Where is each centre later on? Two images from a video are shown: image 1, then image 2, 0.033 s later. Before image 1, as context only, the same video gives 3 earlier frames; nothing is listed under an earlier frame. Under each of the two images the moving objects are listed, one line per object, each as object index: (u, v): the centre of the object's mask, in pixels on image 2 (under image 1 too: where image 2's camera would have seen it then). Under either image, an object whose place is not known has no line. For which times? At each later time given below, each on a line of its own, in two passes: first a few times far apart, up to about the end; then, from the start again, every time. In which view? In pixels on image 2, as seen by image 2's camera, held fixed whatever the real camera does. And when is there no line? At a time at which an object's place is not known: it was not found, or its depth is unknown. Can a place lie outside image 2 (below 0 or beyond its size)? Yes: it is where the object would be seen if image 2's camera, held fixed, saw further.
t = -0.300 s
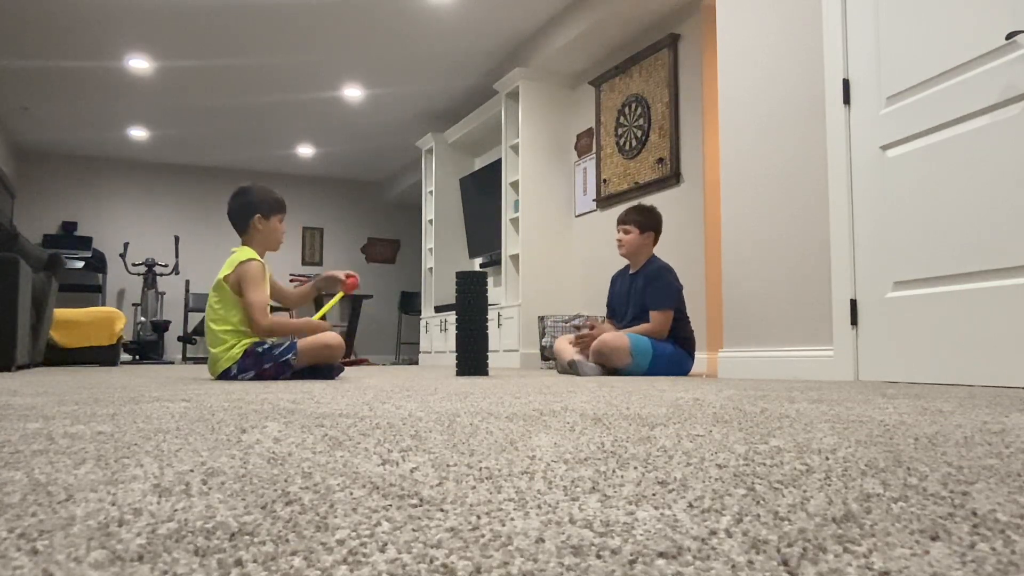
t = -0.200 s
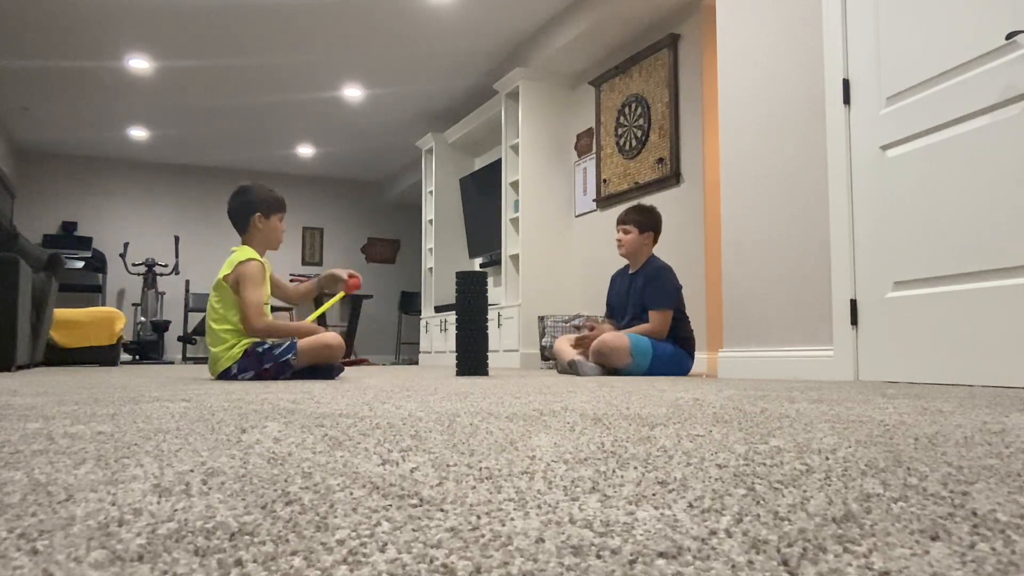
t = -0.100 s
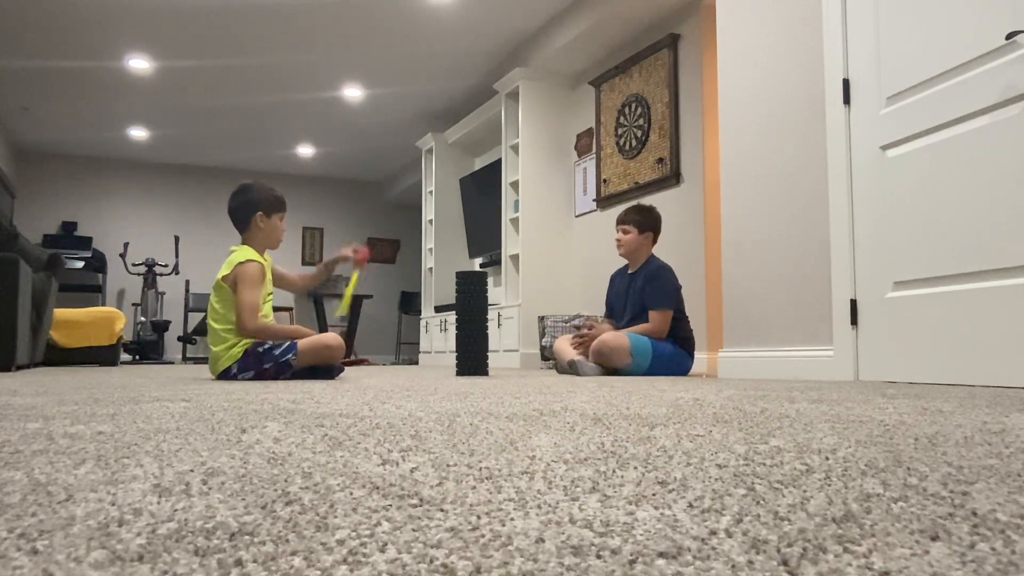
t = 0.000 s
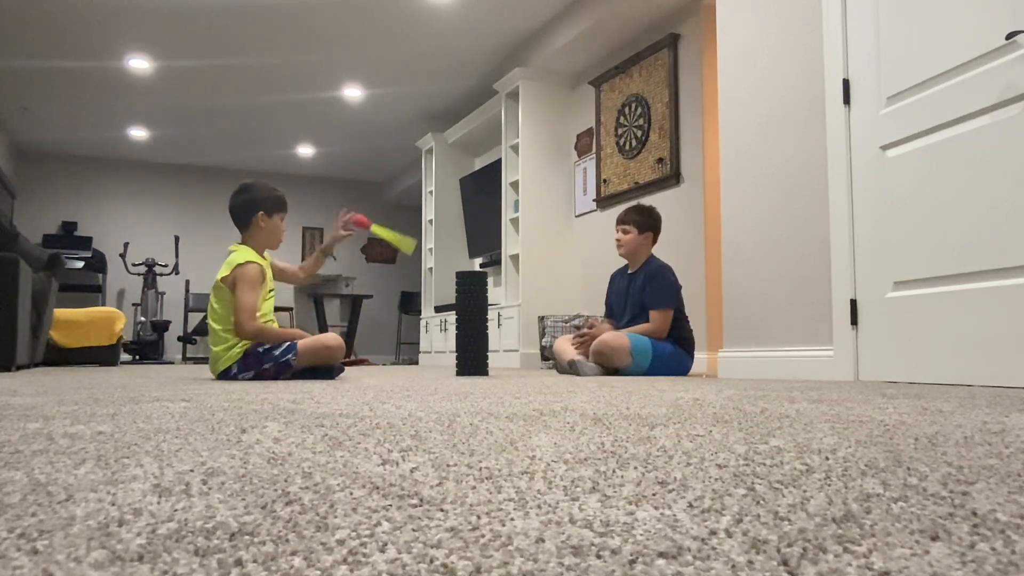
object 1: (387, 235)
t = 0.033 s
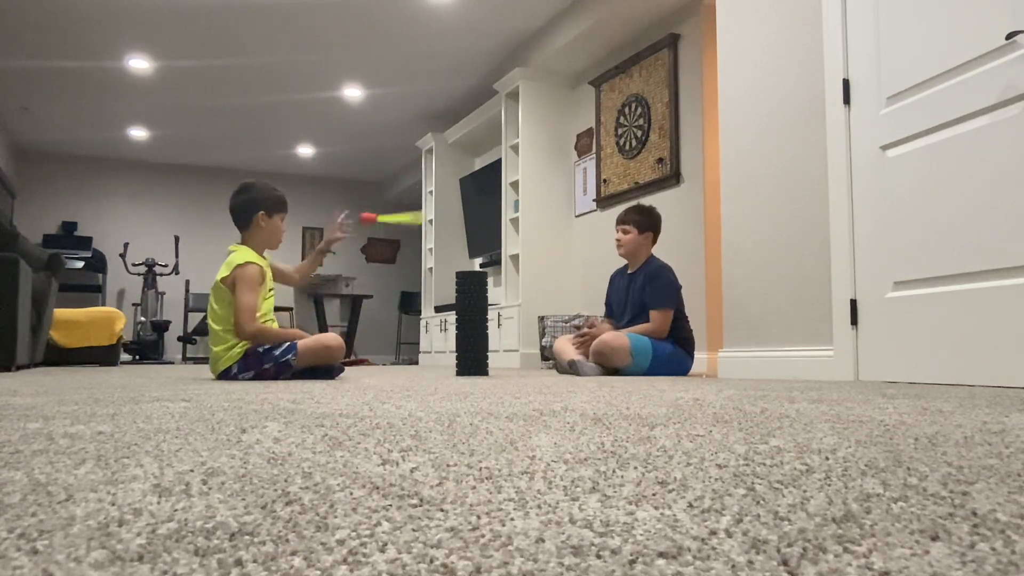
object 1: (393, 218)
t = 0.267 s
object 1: (430, 219)
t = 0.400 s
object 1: (460, 271)
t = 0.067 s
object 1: (398, 205)
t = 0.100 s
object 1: (403, 196)
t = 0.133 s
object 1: (410, 189)
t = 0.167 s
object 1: (415, 193)
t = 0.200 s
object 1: (414, 196)
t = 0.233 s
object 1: (421, 206)
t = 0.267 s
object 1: (430, 219)
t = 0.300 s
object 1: (440, 231)
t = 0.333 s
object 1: (448, 244)
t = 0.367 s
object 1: (455, 257)
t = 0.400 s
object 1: (460, 271)
